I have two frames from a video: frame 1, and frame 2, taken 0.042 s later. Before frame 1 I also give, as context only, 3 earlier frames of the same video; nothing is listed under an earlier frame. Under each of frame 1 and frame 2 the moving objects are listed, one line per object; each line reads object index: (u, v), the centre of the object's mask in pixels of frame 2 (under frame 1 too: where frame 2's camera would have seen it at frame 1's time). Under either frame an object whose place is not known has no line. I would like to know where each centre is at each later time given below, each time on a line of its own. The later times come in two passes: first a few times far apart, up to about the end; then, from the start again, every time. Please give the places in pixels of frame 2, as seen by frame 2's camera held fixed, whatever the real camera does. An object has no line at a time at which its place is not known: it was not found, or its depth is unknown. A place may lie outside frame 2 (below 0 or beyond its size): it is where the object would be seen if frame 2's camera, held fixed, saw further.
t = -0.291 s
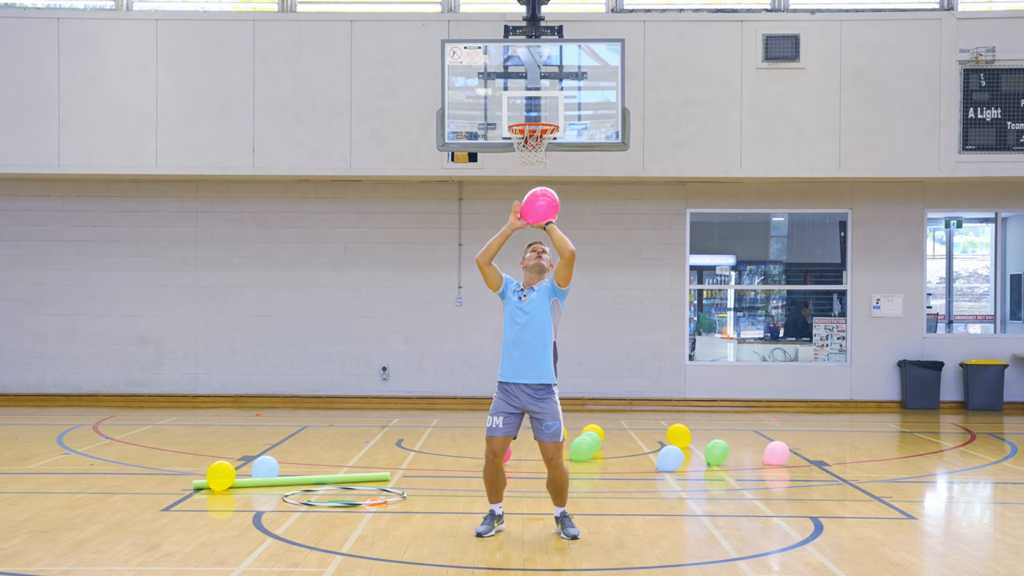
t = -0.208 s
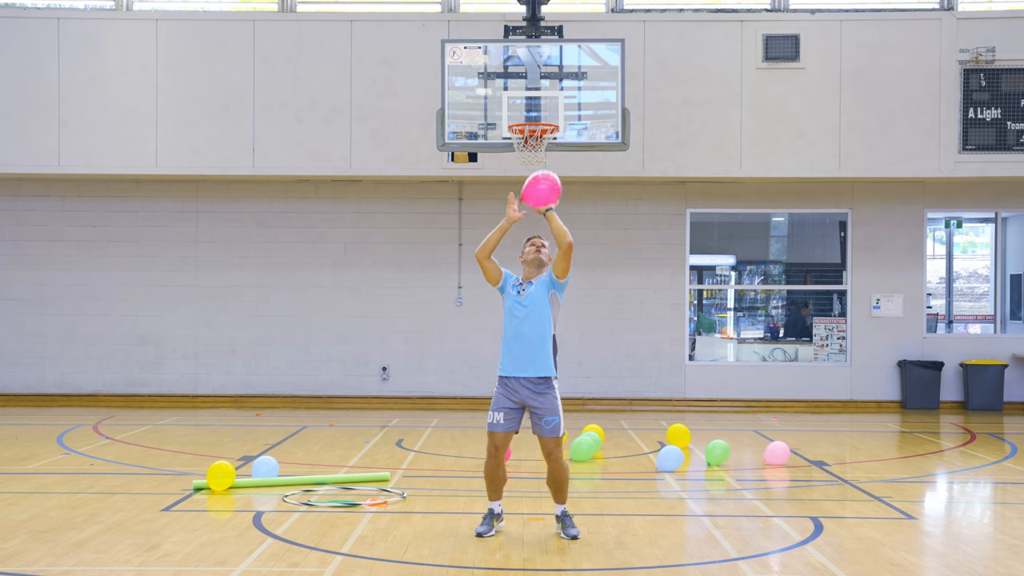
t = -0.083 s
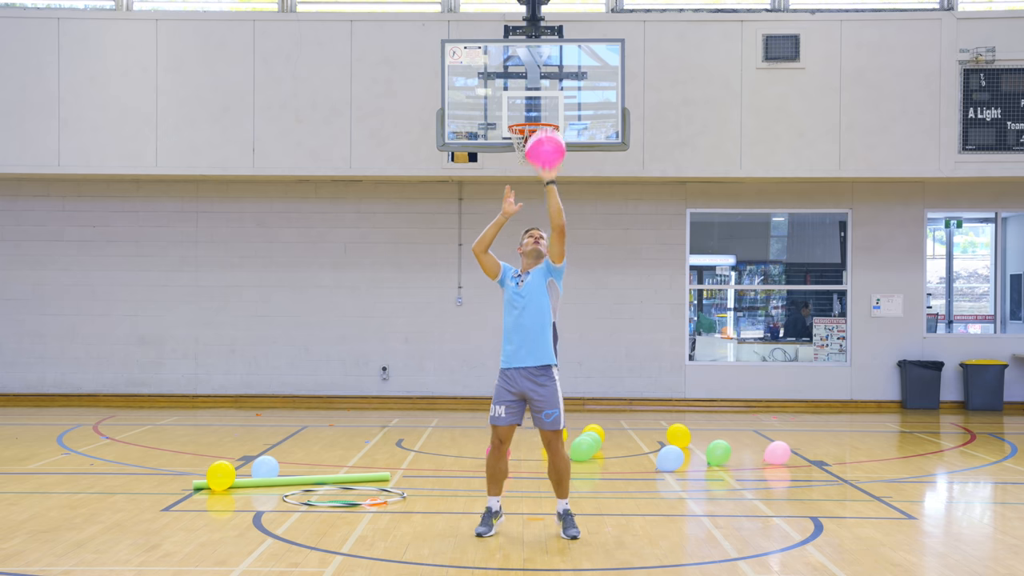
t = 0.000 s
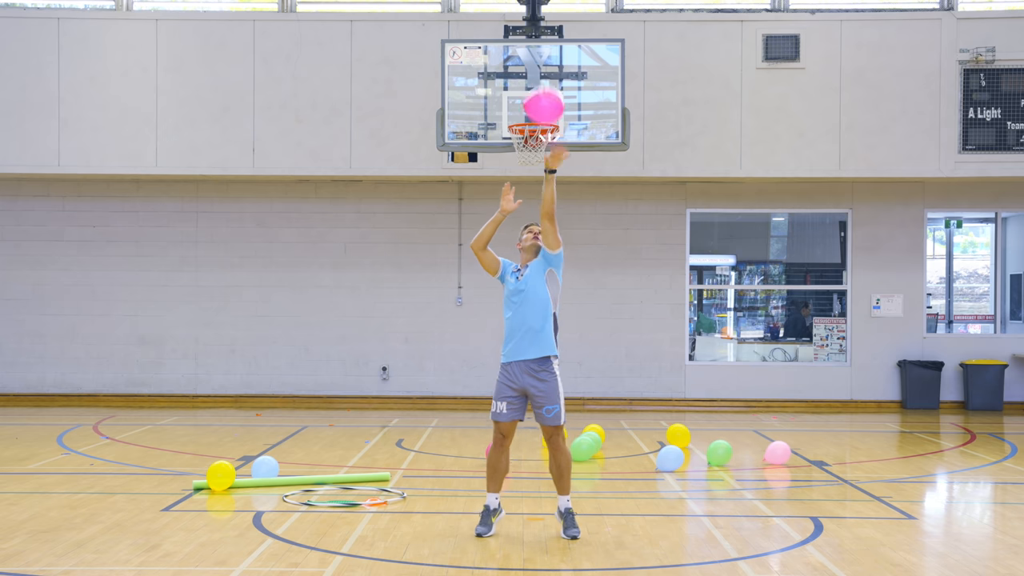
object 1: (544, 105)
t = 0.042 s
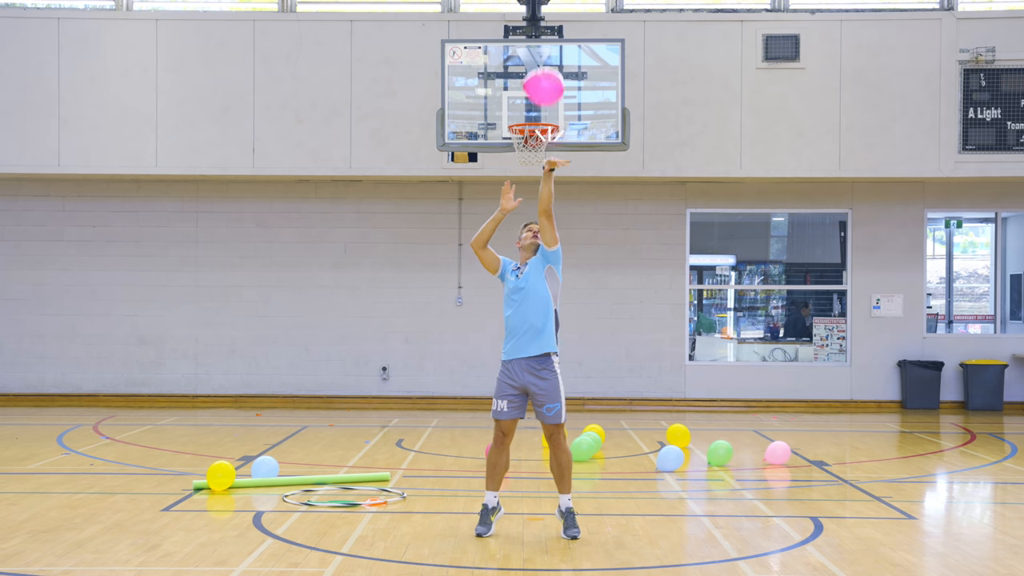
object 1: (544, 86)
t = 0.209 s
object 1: (548, 31)
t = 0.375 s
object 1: (561, 11)
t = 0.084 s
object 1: (544, 70)
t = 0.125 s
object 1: (545, 55)
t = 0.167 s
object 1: (546, 42)
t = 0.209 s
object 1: (548, 31)
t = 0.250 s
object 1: (551, 23)
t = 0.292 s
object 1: (554, 16)
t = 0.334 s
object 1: (557, 13)
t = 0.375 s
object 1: (561, 11)
